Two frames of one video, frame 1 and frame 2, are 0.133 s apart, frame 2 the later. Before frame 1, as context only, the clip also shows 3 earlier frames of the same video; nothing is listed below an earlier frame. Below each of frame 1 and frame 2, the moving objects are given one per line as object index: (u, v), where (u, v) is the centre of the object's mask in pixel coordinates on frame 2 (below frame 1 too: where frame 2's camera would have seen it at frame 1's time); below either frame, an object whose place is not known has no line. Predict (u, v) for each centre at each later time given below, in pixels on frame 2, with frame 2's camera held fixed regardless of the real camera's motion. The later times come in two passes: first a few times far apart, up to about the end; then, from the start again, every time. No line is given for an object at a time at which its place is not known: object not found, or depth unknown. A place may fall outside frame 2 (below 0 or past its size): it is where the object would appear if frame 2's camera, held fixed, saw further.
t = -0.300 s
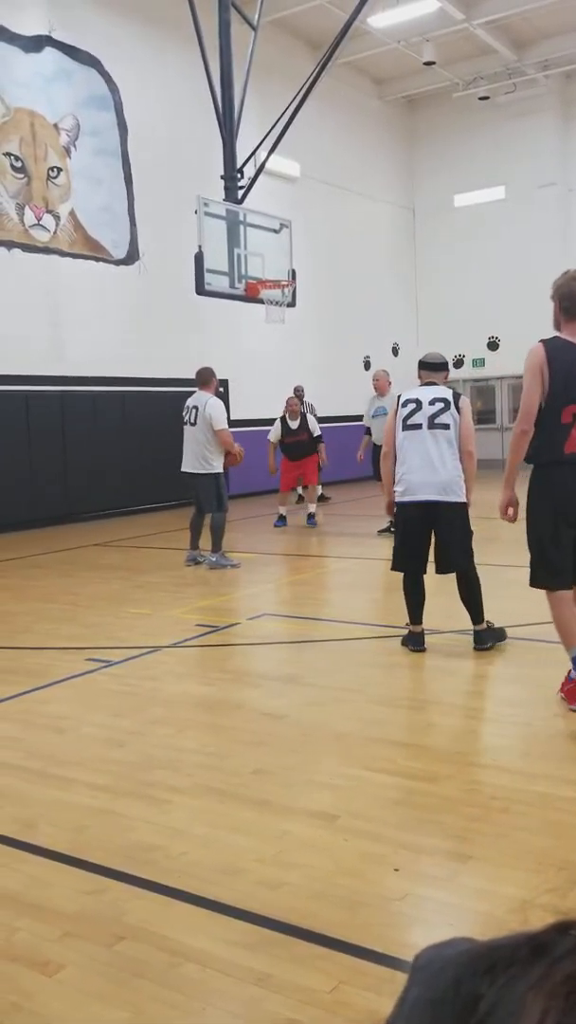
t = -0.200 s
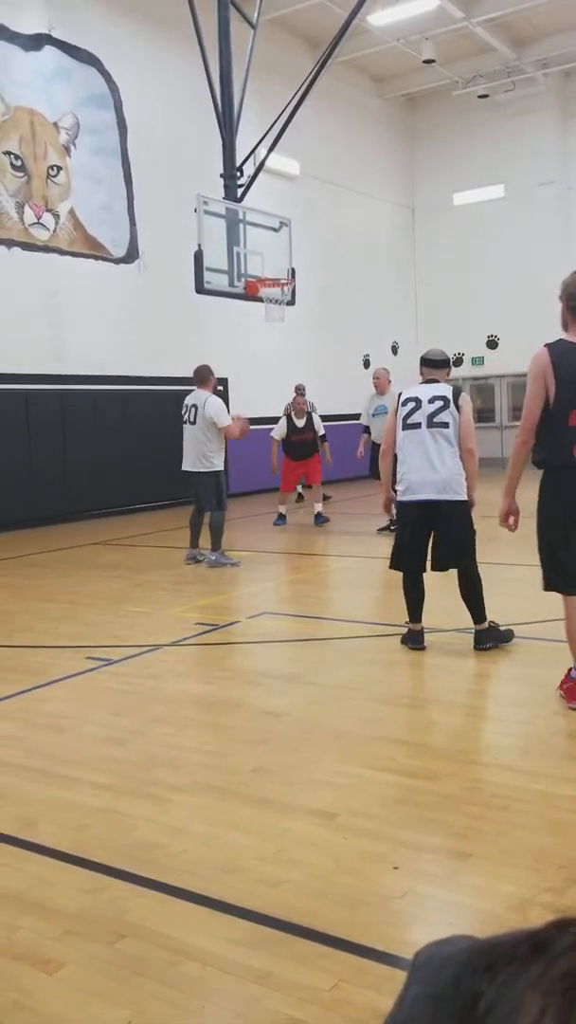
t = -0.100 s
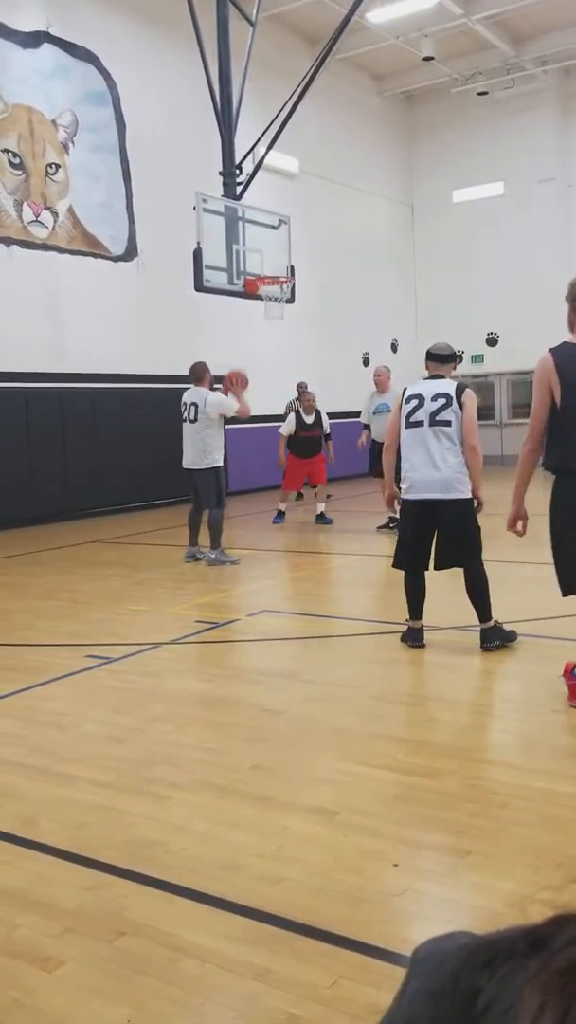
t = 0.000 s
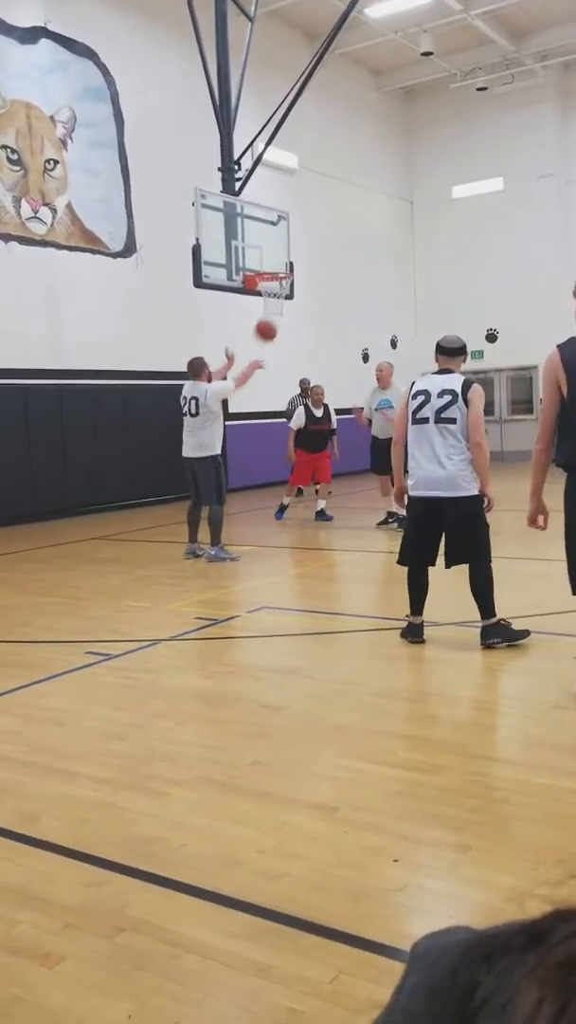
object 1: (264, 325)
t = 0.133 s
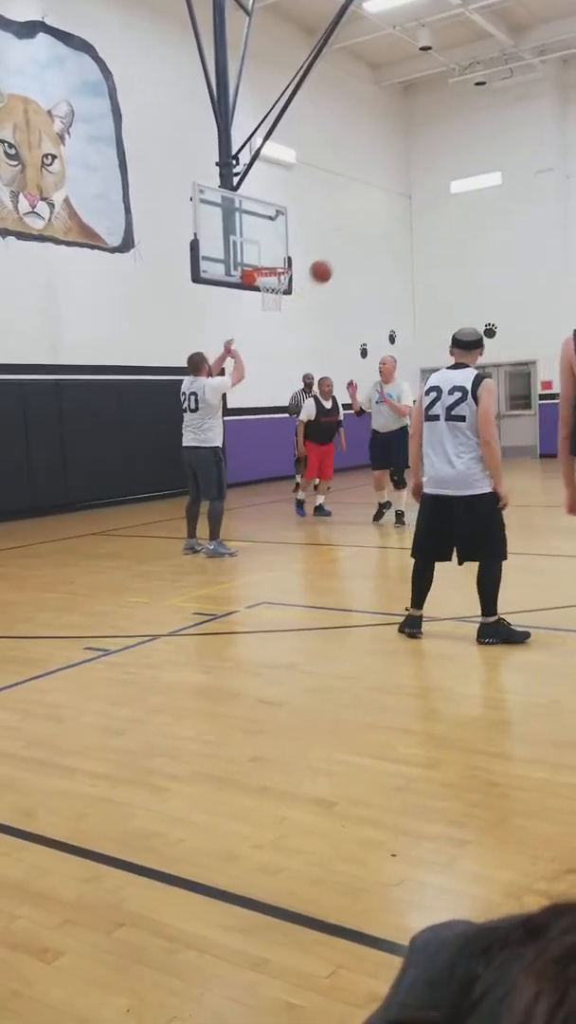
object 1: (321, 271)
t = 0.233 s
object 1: (361, 244)
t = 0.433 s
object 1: (436, 220)
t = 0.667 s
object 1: (513, 235)
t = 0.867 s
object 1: (572, 281)
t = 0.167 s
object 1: (334, 261)
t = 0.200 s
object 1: (348, 252)
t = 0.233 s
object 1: (361, 244)
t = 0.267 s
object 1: (374, 237)
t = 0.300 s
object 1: (387, 231)
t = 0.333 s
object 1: (399, 227)
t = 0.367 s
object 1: (411, 223)
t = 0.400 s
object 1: (424, 221)
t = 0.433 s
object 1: (436, 220)
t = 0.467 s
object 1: (447, 219)
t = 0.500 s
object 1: (459, 219)
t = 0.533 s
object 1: (470, 221)
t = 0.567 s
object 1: (481, 223)
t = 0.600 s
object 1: (492, 227)
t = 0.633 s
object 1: (502, 231)
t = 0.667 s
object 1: (513, 235)
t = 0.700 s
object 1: (523, 241)
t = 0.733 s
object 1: (533, 248)
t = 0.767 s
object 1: (543, 255)
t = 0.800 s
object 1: (554, 263)
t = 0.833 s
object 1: (563, 272)
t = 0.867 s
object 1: (572, 281)
